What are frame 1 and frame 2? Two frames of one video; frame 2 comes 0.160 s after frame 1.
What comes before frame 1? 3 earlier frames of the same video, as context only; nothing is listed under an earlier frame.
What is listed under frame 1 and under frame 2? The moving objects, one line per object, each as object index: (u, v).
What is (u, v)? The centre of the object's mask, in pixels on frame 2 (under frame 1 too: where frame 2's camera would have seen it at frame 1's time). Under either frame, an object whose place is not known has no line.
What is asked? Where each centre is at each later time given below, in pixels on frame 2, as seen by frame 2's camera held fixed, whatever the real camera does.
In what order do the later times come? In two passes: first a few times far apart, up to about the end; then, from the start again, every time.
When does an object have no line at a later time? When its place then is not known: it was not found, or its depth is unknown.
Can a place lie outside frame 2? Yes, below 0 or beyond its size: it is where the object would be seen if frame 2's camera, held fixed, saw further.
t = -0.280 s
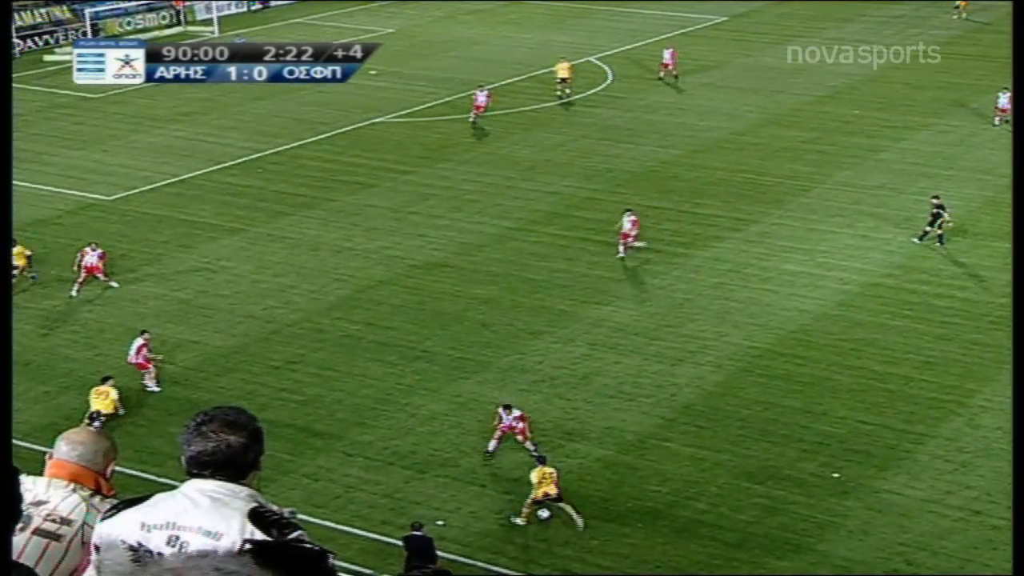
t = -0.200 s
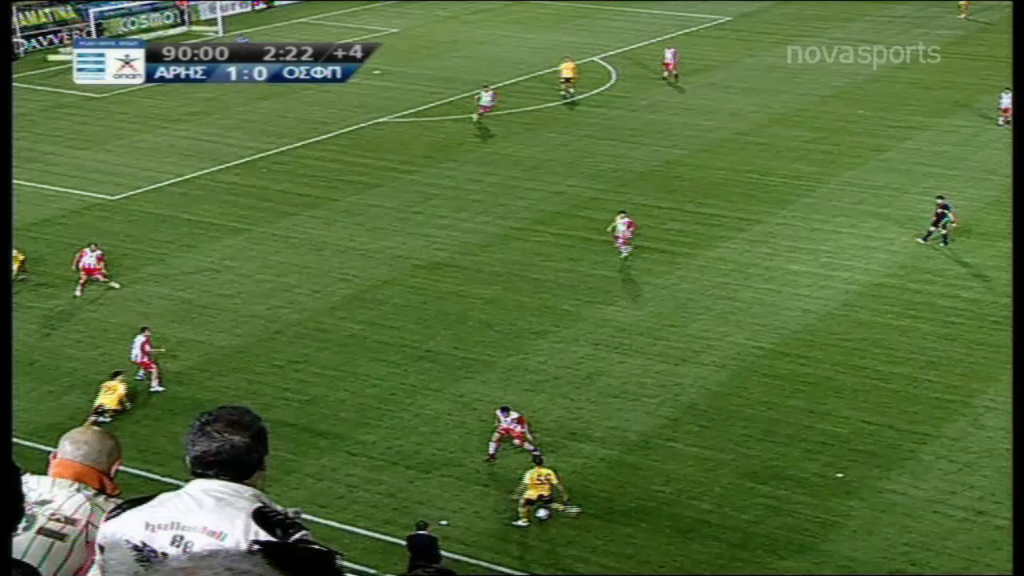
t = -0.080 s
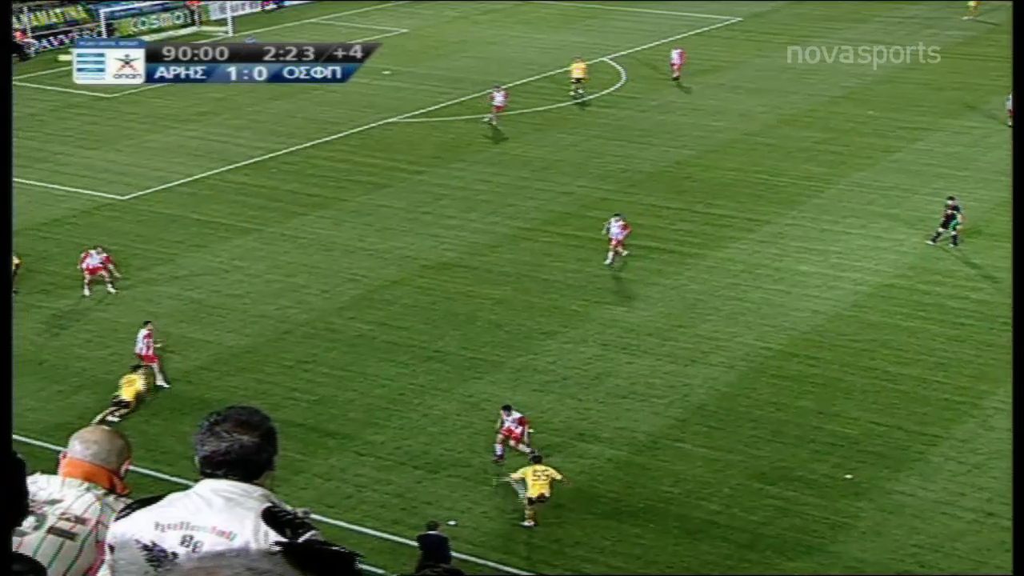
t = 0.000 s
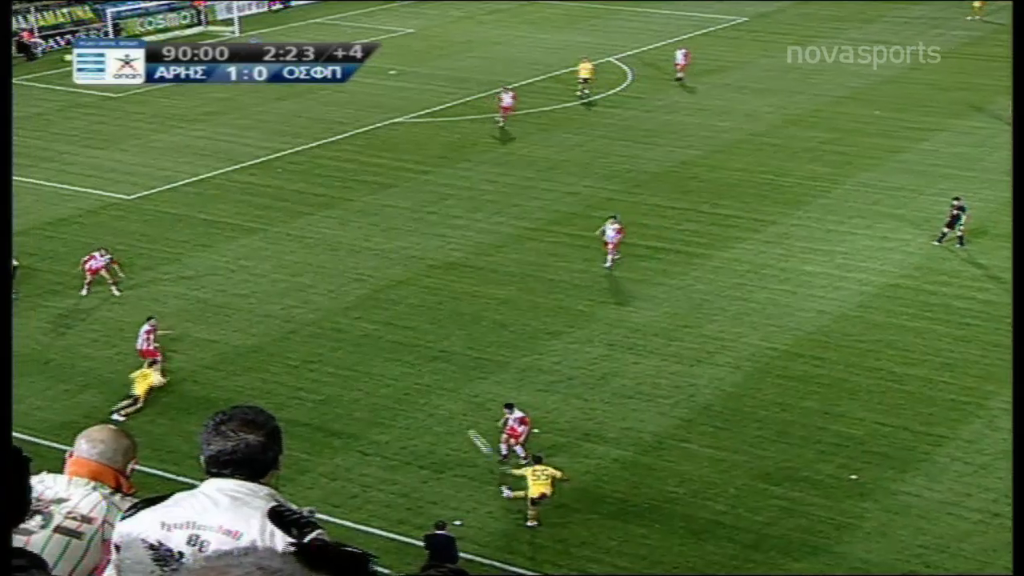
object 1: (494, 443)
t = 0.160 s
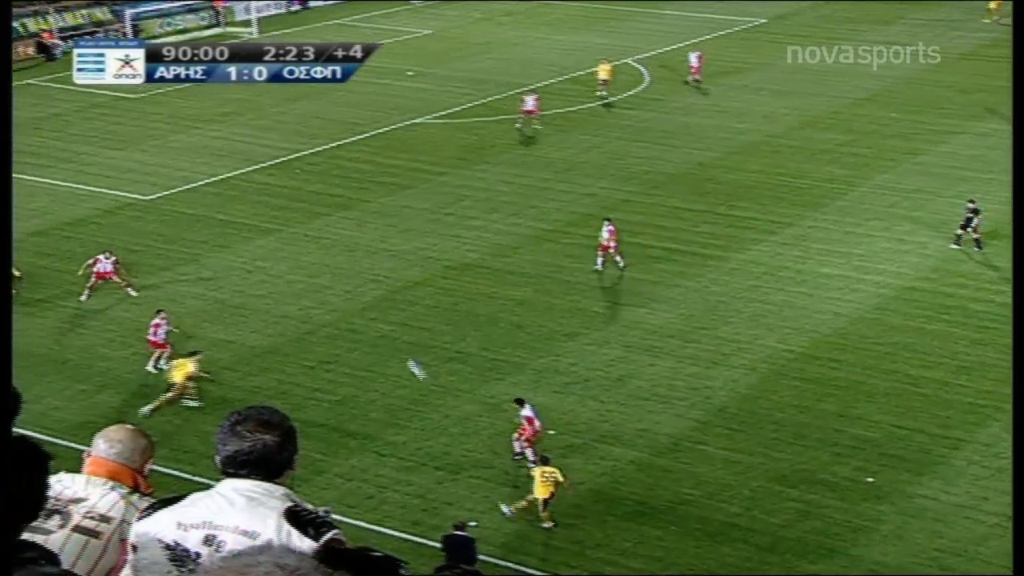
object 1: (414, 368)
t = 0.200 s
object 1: (394, 350)
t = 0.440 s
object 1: (296, 272)
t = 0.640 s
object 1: (222, 226)
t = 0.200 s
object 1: (394, 350)
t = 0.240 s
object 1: (378, 336)
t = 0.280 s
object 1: (359, 321)
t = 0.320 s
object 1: (344, 308)
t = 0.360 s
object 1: (327, 295)
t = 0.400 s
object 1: (311, 283)
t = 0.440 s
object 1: (296, 272)
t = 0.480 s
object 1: (281, 262)
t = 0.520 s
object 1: (265, 252)
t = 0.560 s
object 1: (248, 241)
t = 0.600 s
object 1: (234, 234)
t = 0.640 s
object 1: (222, 226)
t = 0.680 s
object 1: (209, 220)
